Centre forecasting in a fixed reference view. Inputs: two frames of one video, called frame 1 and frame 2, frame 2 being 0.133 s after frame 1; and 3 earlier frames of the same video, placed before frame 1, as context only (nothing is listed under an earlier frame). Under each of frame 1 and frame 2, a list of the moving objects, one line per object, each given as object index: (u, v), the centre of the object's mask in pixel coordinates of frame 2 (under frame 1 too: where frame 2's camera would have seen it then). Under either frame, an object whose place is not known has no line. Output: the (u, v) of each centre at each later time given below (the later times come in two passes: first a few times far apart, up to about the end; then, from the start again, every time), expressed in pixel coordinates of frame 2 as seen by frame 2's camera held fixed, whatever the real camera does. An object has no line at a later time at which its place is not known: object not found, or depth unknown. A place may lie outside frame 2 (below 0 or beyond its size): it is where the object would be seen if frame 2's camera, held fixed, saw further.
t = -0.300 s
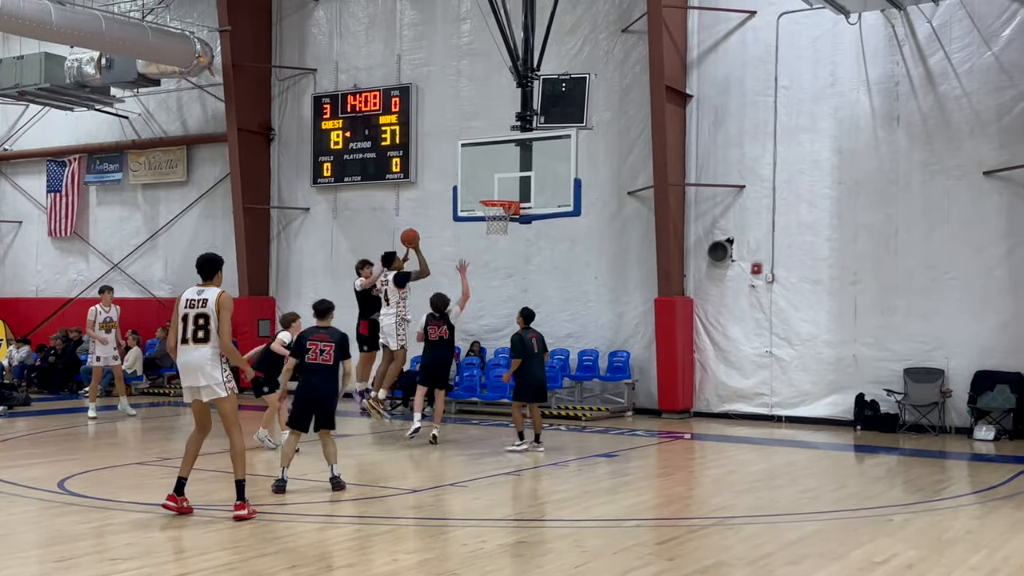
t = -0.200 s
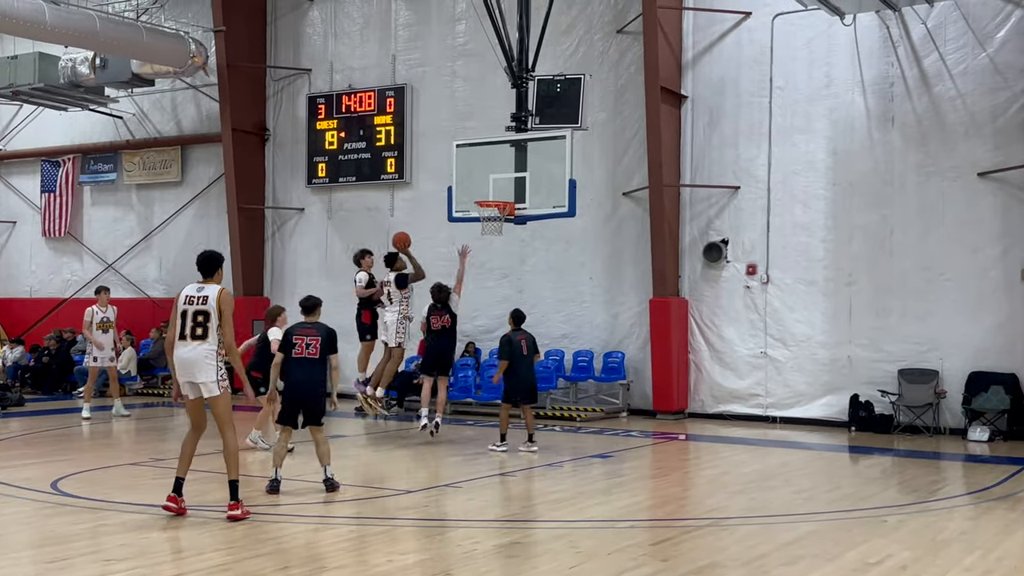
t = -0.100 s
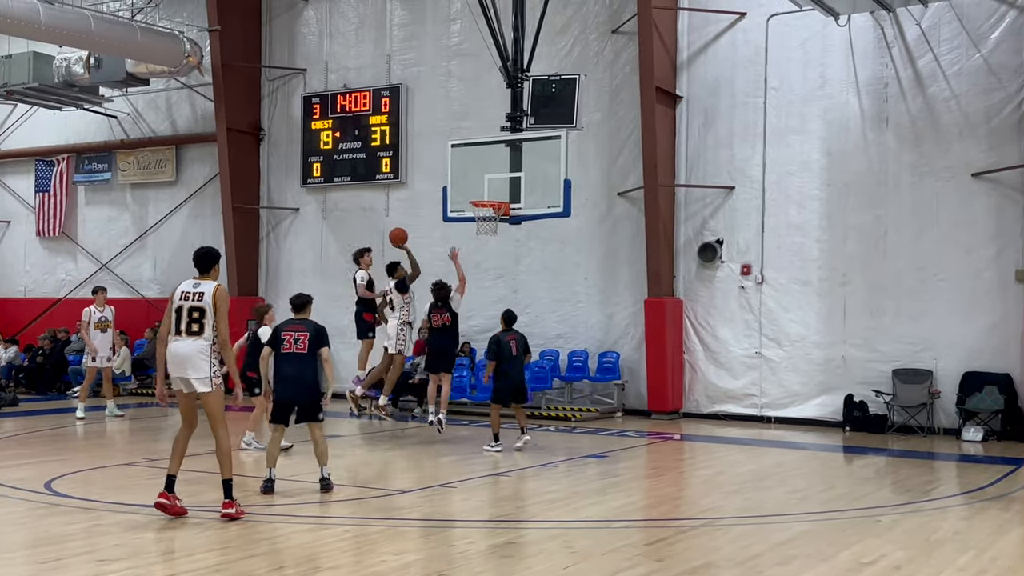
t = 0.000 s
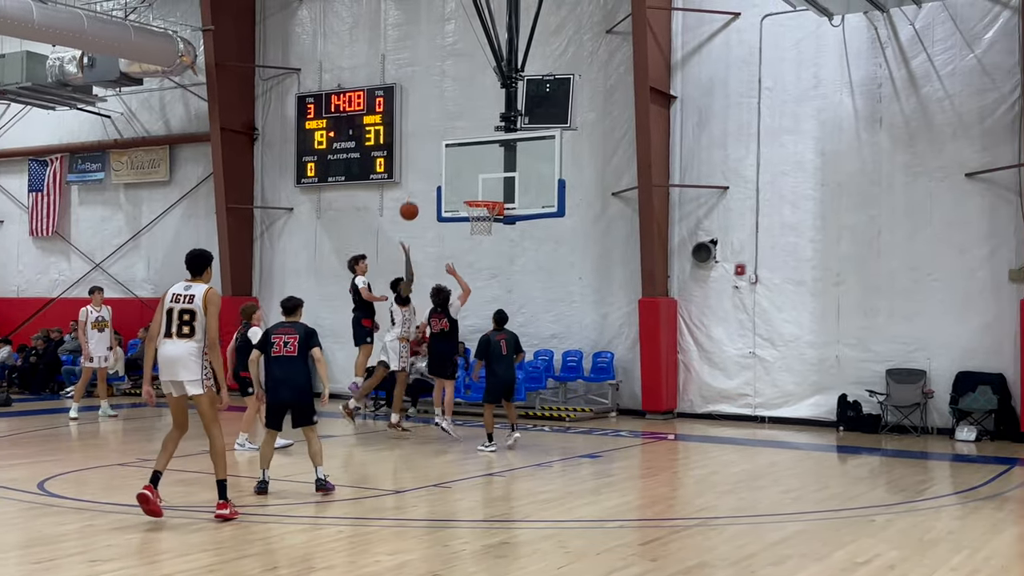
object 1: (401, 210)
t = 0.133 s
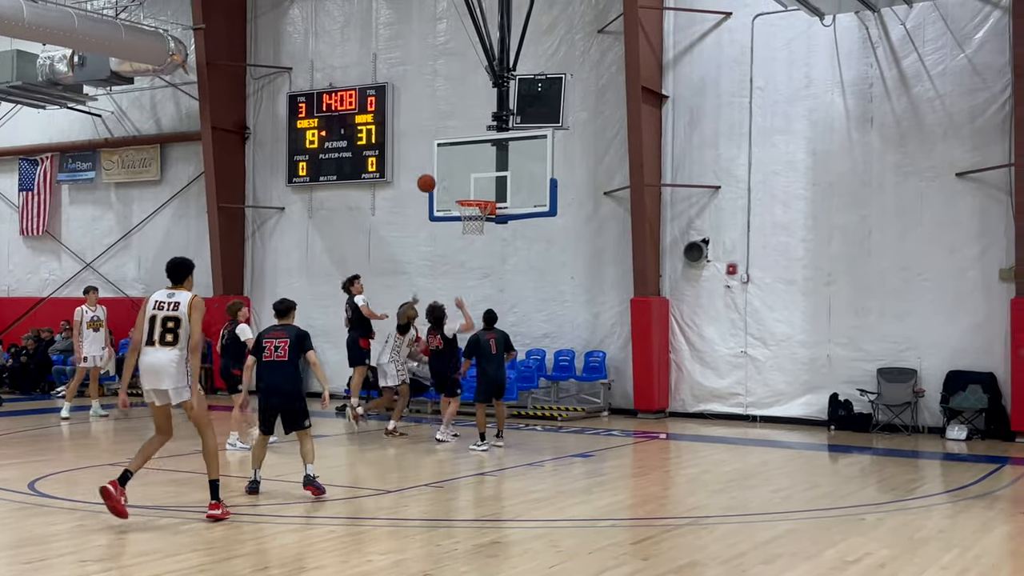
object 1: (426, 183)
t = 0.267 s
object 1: (450, 170)
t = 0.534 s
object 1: (462, 184)
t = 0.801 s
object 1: (477, 189)
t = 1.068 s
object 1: (494, 203)
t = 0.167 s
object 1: (432, 178)
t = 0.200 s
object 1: (438, 175)
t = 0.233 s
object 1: (444, 172)
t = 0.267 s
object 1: (450, 170)
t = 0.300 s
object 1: (456, 169)
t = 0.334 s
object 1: (462, 169)
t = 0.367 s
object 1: (468, 170)
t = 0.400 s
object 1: (468, 171)
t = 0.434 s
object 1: (466, 173)
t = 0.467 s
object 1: (465, 176)
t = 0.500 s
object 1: (463, 179)
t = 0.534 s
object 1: (462, 184)
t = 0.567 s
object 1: (460, 189)
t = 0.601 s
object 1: (459, 193)
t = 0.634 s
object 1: (462, 191)
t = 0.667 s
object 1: (465, 189)
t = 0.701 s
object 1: (468, 188)
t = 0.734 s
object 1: (471, 188)
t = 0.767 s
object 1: (474, 188)
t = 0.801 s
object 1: (477, 189)
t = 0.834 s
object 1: (479, 189)
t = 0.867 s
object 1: (482, 189)
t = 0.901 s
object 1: (484, 189)
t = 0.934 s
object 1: (485, 190)
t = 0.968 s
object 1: (487, 192)
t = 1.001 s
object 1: (489, 194)
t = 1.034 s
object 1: (492, 199)
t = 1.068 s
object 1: (494, 203)
